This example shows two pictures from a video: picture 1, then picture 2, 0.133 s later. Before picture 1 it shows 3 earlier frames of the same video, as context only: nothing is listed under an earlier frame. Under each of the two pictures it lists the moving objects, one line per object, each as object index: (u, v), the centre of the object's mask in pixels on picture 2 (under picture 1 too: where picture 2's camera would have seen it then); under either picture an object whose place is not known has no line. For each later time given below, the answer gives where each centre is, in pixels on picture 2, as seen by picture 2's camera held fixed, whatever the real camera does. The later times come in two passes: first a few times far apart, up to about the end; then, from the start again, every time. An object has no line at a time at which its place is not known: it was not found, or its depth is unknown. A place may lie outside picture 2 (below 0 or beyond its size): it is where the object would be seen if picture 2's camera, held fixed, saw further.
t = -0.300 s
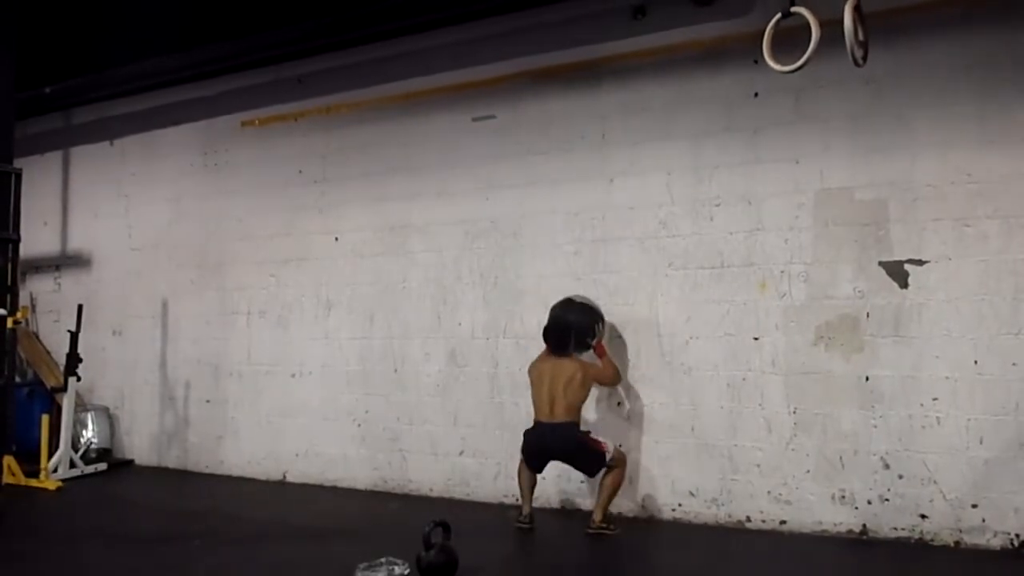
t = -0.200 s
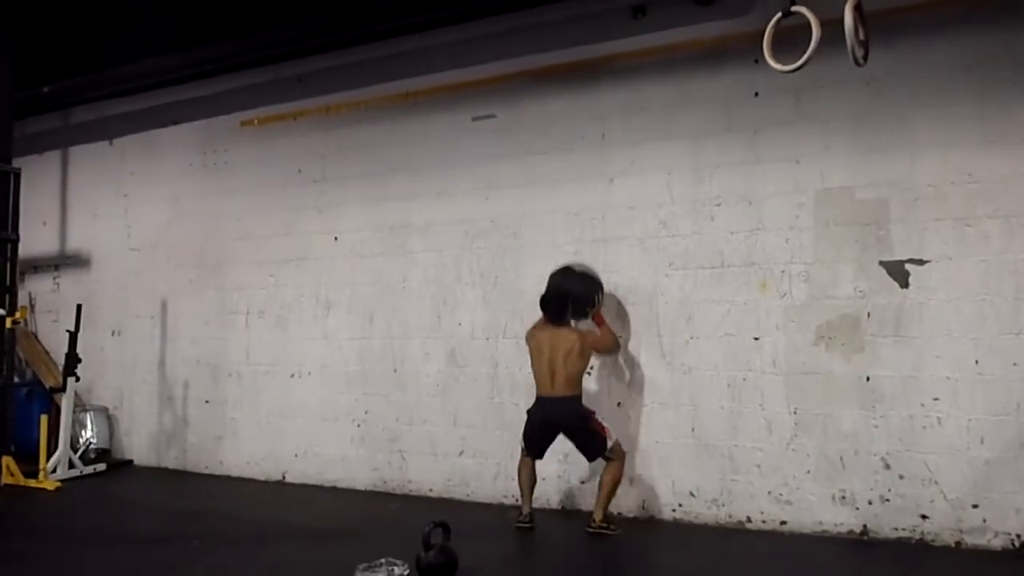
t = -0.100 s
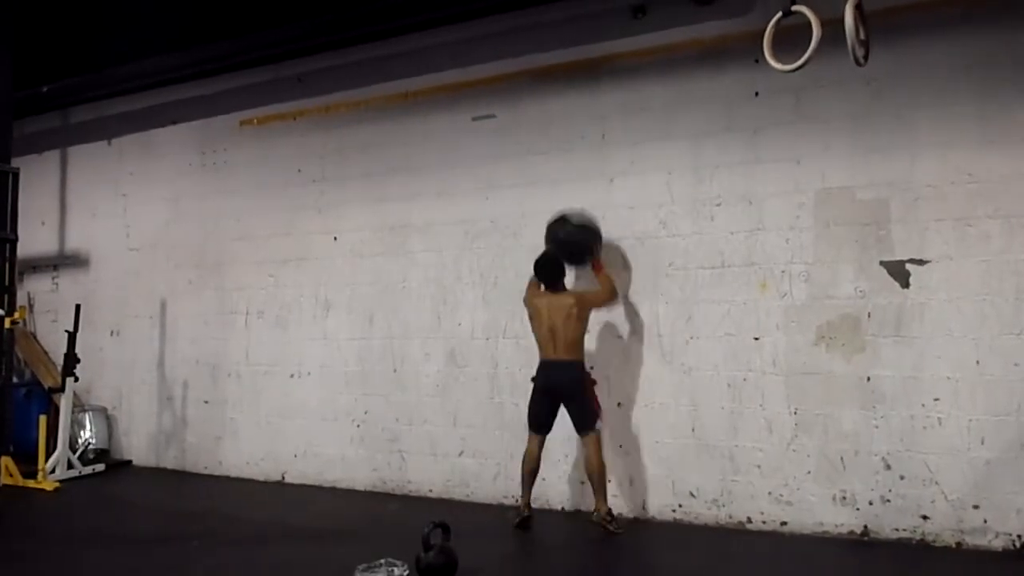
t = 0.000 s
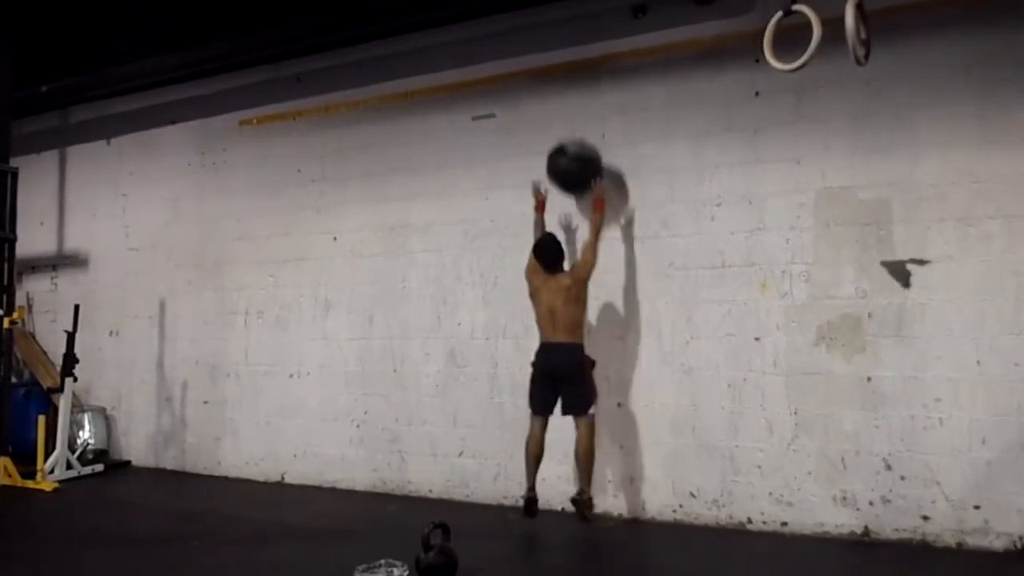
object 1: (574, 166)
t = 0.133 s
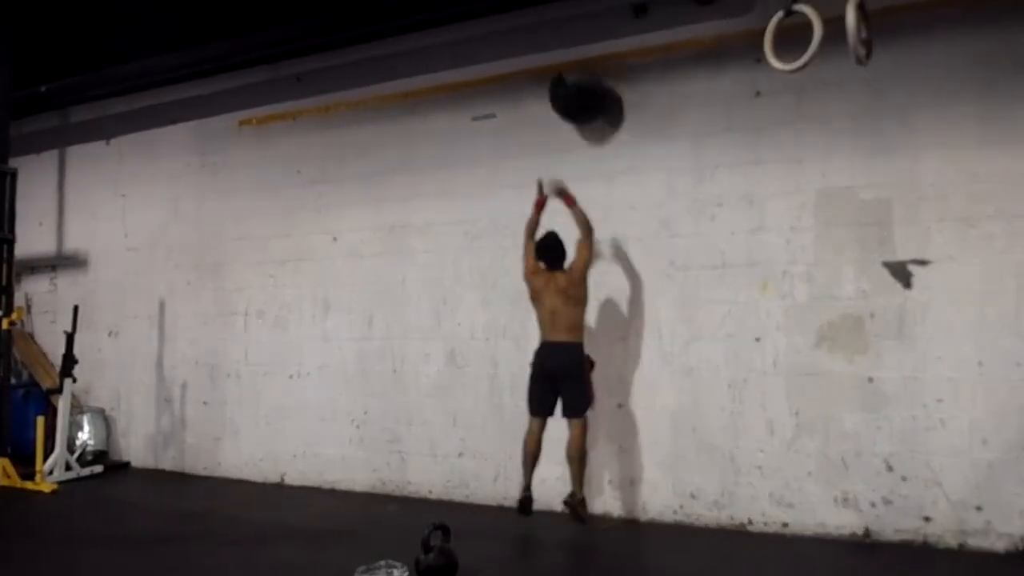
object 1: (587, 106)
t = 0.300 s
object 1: (585, 47)
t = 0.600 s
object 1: (576, 71)
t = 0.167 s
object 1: (586, 88)
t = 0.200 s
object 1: (585, 76)
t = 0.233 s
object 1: (585, 65)
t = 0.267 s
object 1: (585, 56)
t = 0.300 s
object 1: (585, 47)
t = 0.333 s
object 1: (584, 44)
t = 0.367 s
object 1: (583, 40)
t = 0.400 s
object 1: (582, 39)
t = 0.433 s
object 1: (582, 39)
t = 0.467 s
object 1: (580, 41)
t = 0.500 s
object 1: (579, 44)
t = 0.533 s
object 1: (578, 53)
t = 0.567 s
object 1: (578, 60)
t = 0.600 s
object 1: (576, 71)
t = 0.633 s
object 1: (576, 82)
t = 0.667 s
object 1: (574, 95)
